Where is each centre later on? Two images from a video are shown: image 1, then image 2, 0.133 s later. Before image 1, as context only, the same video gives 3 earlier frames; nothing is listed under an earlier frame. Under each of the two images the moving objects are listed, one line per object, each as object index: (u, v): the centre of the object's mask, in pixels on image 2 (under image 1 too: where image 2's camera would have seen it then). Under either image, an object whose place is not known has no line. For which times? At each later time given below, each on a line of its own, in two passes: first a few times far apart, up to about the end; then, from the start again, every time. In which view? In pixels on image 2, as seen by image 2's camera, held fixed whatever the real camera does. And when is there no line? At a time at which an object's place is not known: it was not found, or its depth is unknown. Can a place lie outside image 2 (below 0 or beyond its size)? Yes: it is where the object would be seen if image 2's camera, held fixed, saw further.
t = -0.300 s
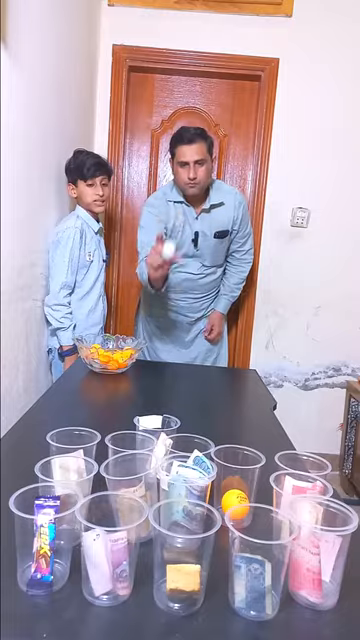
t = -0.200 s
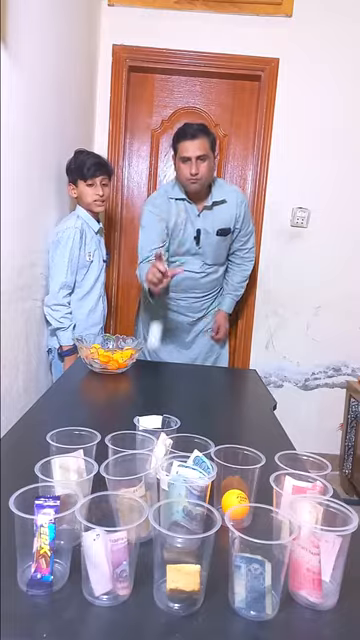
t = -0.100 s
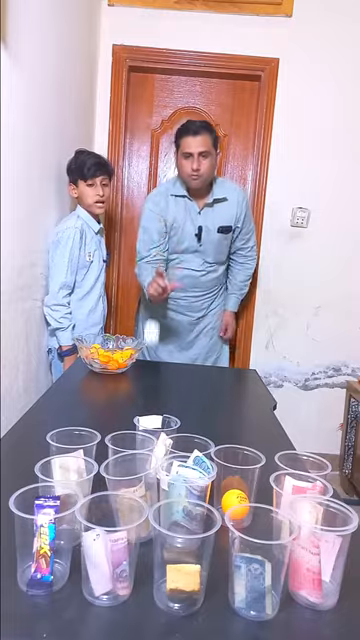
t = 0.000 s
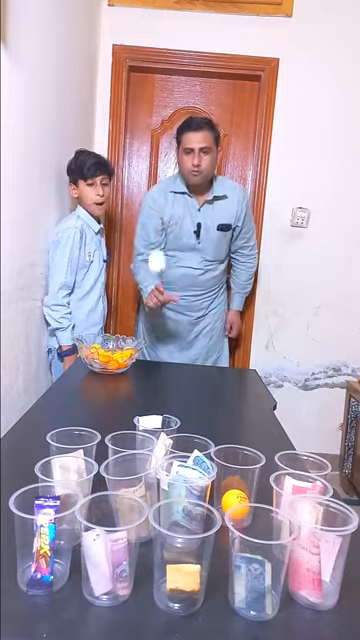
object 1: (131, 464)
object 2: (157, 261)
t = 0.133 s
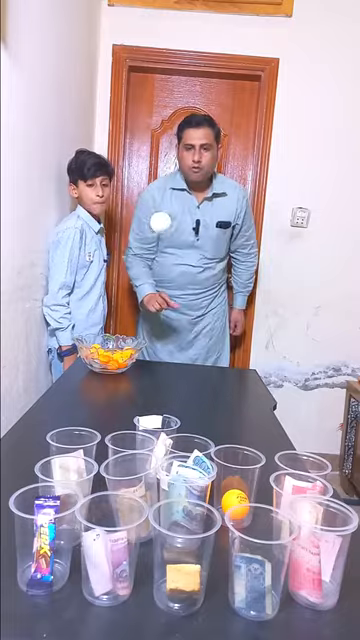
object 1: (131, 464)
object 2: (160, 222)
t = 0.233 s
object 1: (131, 464)
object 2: (159, 249)
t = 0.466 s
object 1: (127, 461)
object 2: (122, 477)
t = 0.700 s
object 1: (134, 480)
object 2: (101, 498)
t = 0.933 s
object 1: (133, 482)
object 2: (93, 501)
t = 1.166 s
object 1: (138, 482)
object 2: (91, 501)
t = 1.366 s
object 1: (140, 483)
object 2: (94, 501)
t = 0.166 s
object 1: (131, 464)
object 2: (160, 224)
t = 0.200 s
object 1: (131, 464)
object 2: (160, 233)
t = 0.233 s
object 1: (131, 464)
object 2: (159, 249)
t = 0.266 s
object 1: (131, 464)
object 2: (158, 272)
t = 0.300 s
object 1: (131, 464)
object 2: (156, 307)
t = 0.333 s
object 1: (131, 464)
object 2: (154, 345)
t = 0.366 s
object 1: (131, 464)
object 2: (151, 392)
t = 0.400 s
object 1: (129, 470)
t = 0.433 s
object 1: (130, 464)
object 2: (127, 465)
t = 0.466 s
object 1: (127, 461)
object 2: (122, 477)
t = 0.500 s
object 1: (123, 479)
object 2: (121, 481)
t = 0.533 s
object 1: (132, 477)
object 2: (120, 488)
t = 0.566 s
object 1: (134, 478)
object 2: (114, 490)
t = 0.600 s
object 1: (136, 478)
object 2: (108, 489)
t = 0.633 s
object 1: (135, 479)
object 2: (103, 492)
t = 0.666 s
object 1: (134, 479)
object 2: (101, 498)
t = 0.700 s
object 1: (134, 480)
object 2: (101, 498)
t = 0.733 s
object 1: (134, 480)
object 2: (99, 499)
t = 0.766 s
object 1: (133, 480)
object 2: (97, 501)
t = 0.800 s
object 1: (133, 481)
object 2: (93, 501)
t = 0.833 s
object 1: (133, 481)
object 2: (93, 499)
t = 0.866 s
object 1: (133, 481)
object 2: (92, 500)
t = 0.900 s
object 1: (132, 481)
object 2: (93, 501)
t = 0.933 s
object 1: (133, 482)
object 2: (93, 501)
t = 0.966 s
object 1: (135, 482)
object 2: (93, 502)
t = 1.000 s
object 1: (135, 482)
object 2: (92, 502)
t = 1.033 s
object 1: (136, 482)
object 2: (92, 502)
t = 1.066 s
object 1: (137, 482)
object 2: (91, 501)
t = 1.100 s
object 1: (137, 482)
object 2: (91, 500)
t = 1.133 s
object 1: (137, 482)
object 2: (91, 500)
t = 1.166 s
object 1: (138, 482)
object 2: (91, 501)
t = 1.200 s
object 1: (139, 482)
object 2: (92, 501)
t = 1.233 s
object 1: (139, 482)
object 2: (92, 501)
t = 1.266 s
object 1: (140, 482)
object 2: (92, 501)
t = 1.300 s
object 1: (140, 483)
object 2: (92, 500)
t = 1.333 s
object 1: (140, 483)
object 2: (93, 500)
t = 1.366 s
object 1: (140, 483)
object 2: (94, 501)
